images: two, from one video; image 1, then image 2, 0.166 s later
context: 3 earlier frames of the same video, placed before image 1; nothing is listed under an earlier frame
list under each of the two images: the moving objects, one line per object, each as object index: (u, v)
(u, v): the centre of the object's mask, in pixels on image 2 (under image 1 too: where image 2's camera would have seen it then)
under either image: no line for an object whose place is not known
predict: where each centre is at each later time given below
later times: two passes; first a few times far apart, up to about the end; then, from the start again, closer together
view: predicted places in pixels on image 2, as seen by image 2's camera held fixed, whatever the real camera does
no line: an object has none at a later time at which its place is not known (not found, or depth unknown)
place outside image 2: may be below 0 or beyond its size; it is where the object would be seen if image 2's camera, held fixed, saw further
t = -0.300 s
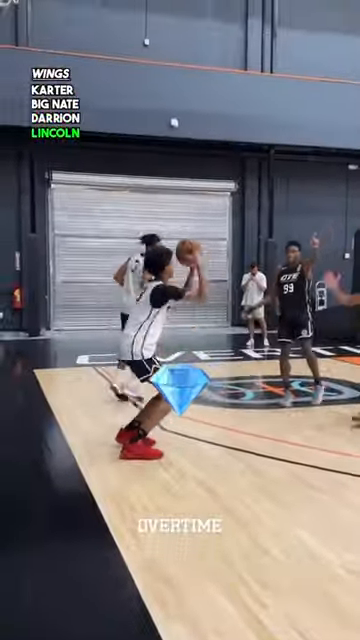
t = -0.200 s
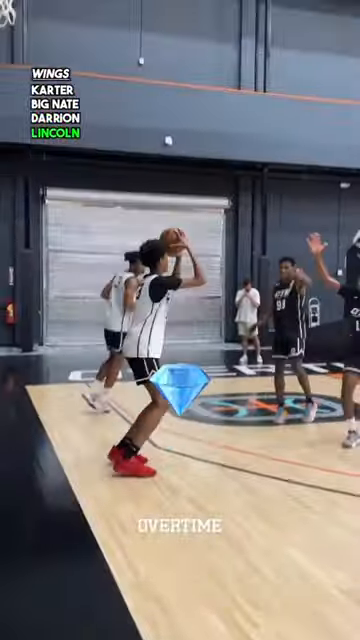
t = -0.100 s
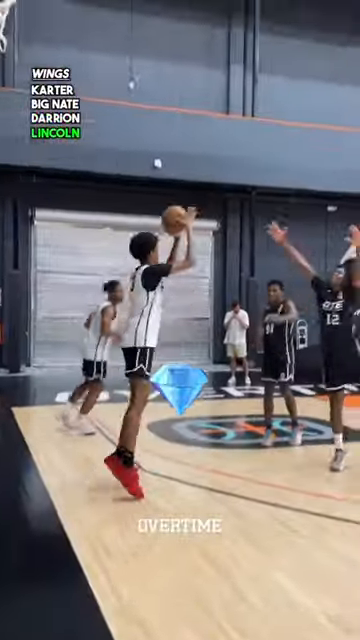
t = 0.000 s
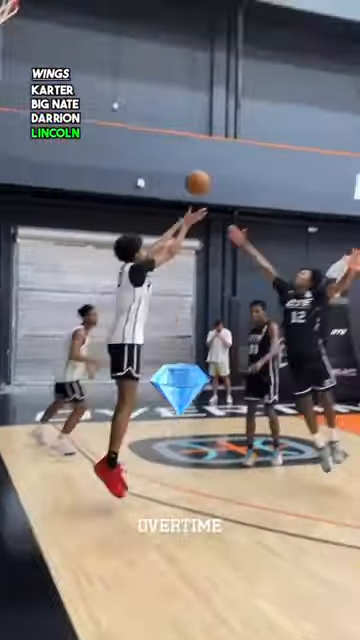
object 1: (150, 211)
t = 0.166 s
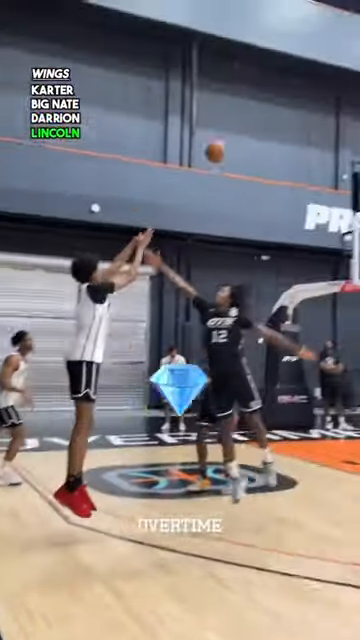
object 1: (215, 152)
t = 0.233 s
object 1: (237, 138)
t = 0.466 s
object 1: (297, 129)
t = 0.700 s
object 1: (343, 157)
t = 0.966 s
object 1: (380, 217)
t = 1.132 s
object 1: (401, 267)
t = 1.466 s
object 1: (408, 321)
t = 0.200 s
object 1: (225, 144)
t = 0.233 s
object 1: (237, 138)
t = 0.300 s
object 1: (257, 131)
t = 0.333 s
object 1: (266, 129)
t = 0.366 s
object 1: (274, 128)
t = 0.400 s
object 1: (282, 127)
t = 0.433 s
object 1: (290, 127)
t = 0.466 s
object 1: (297, 129)
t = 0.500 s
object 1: (304, 131)
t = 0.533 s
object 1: (311, 134)
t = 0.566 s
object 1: (317, 138)
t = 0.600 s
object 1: (322, 141)
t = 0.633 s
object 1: (329, 145)
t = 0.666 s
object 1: (336, 151)
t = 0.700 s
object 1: (343, 157)
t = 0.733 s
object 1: (346, 162)
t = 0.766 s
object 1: (353, 168)
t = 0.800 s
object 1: (356, 178)
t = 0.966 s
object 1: (380, 217)
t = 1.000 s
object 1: (386, 227)
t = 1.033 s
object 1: (390, 235)
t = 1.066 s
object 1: (394, 245)
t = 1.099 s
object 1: (397, 258)
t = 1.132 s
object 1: (401, 267)
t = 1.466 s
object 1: (408, 321)
